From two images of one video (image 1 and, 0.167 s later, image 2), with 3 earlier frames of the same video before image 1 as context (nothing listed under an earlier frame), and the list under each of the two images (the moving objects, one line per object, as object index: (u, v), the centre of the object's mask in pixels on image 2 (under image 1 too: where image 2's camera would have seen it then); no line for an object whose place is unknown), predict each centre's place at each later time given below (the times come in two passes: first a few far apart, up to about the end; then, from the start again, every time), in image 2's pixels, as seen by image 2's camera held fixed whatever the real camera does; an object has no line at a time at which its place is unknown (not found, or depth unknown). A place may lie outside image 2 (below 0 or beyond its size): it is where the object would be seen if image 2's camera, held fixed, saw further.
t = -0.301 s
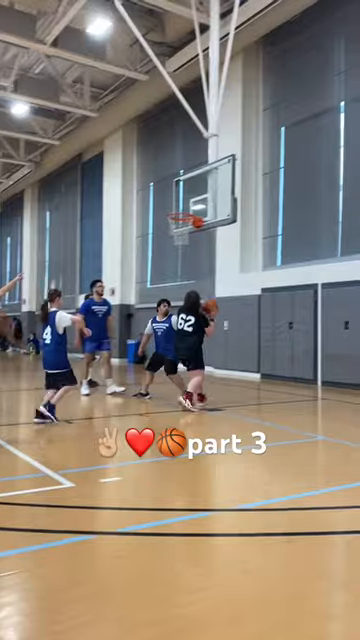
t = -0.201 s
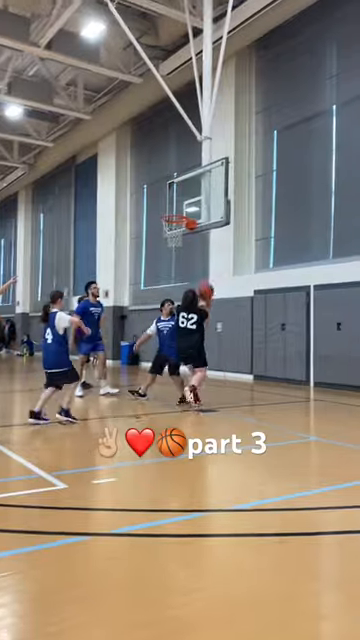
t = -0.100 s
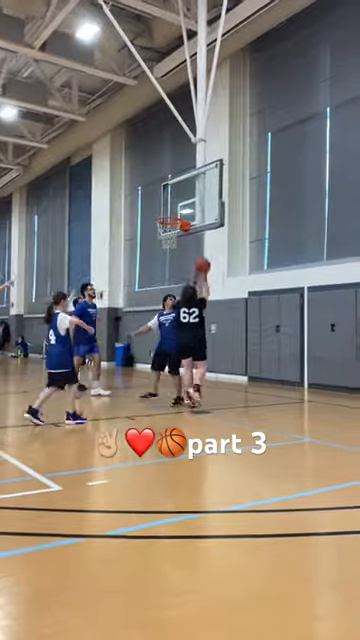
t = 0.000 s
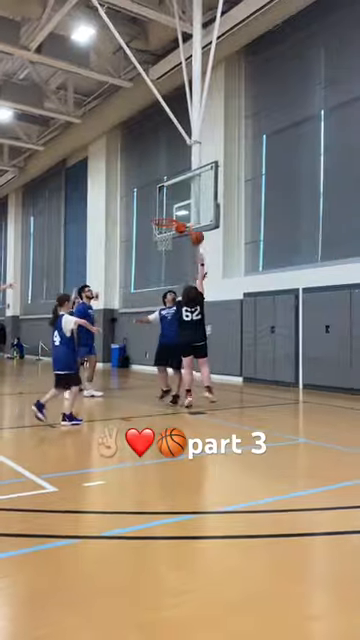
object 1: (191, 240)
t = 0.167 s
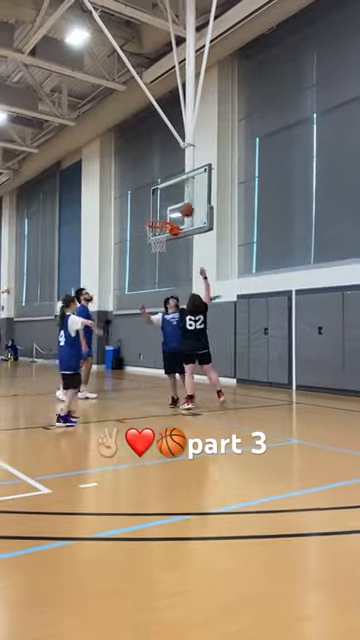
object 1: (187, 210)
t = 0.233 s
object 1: (185, 203)
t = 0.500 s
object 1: (170, 201)
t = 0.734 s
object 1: (153, 223)
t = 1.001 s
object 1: (161, 251)
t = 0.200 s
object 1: (186, 206)
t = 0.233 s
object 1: (185, 203)
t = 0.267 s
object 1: (185, 201)
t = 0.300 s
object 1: (184, 199)
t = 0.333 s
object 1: (184, 199)
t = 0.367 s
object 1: (182, 198)
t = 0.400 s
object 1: (180, 198)
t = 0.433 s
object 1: (176, 198)
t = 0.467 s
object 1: (173, 199)
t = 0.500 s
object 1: (170, 201)
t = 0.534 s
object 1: (166, 203)
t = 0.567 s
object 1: (163, 206)
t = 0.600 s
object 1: (160, 210)
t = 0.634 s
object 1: (157, 214)
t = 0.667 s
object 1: (153, 218)
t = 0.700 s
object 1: (153, 224)
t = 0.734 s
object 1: (153, 223)
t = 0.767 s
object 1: (158, 226)
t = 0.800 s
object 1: (157, 225)
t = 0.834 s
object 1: (161, 229)
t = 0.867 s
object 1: (162, 232)
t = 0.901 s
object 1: (162, 237)
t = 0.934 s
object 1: (162, 241)
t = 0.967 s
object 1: (163, 247)
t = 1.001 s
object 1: (161, 251)
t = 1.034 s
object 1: (161, 256)
